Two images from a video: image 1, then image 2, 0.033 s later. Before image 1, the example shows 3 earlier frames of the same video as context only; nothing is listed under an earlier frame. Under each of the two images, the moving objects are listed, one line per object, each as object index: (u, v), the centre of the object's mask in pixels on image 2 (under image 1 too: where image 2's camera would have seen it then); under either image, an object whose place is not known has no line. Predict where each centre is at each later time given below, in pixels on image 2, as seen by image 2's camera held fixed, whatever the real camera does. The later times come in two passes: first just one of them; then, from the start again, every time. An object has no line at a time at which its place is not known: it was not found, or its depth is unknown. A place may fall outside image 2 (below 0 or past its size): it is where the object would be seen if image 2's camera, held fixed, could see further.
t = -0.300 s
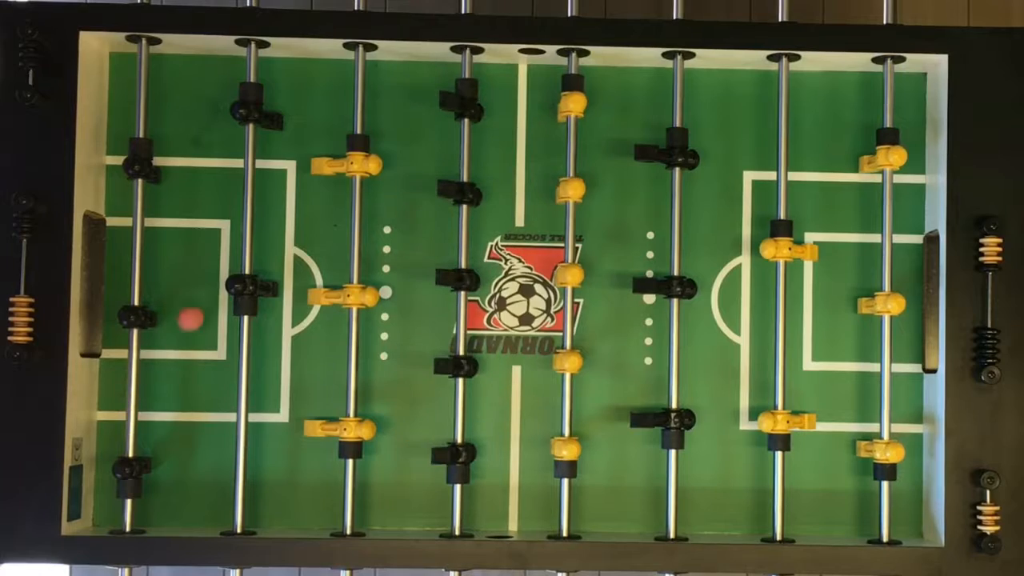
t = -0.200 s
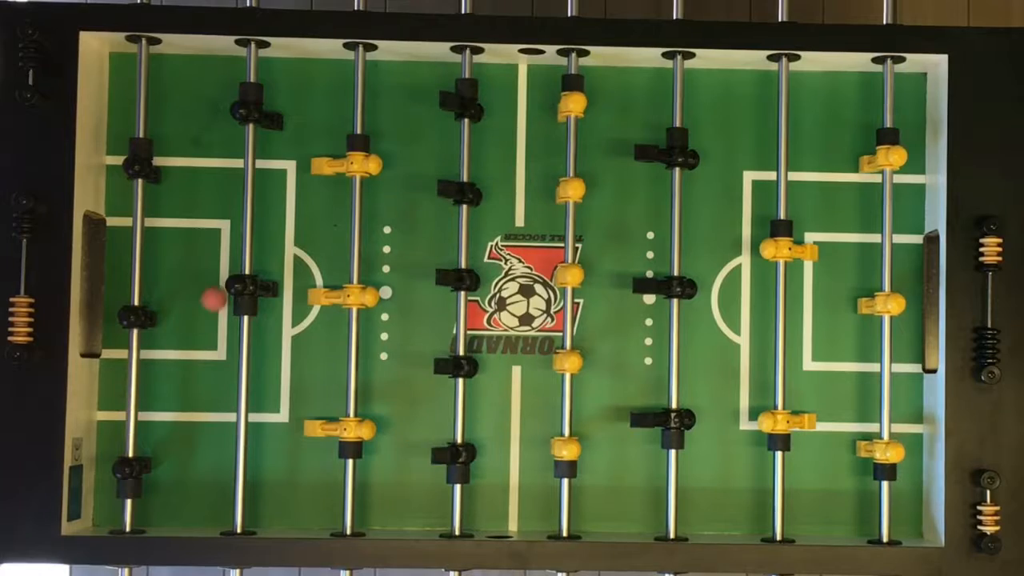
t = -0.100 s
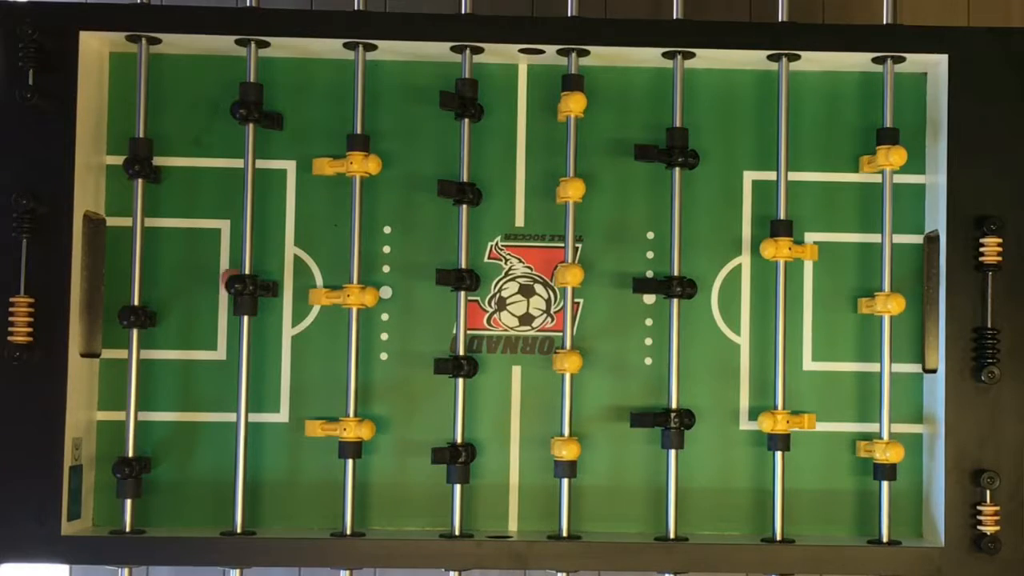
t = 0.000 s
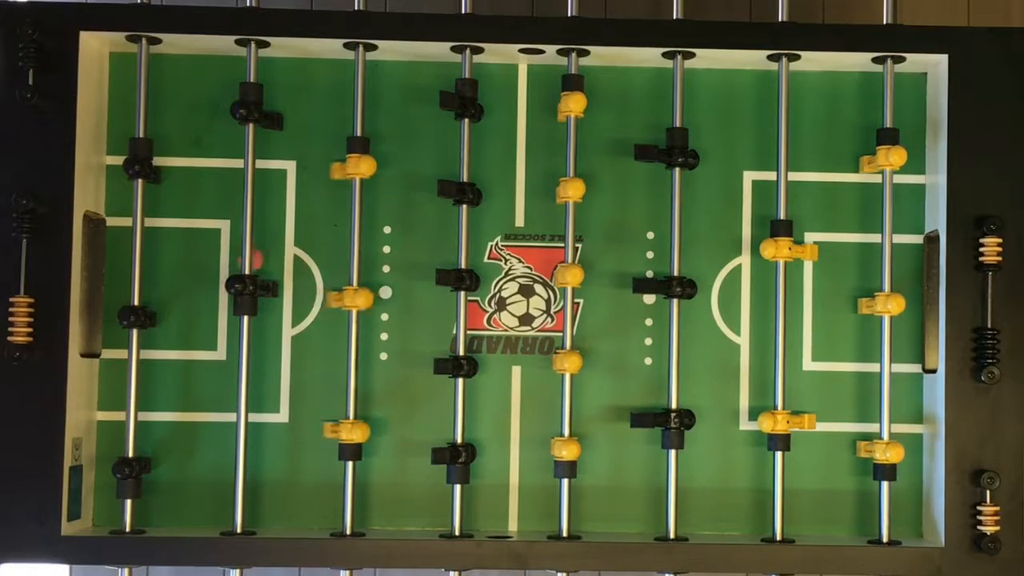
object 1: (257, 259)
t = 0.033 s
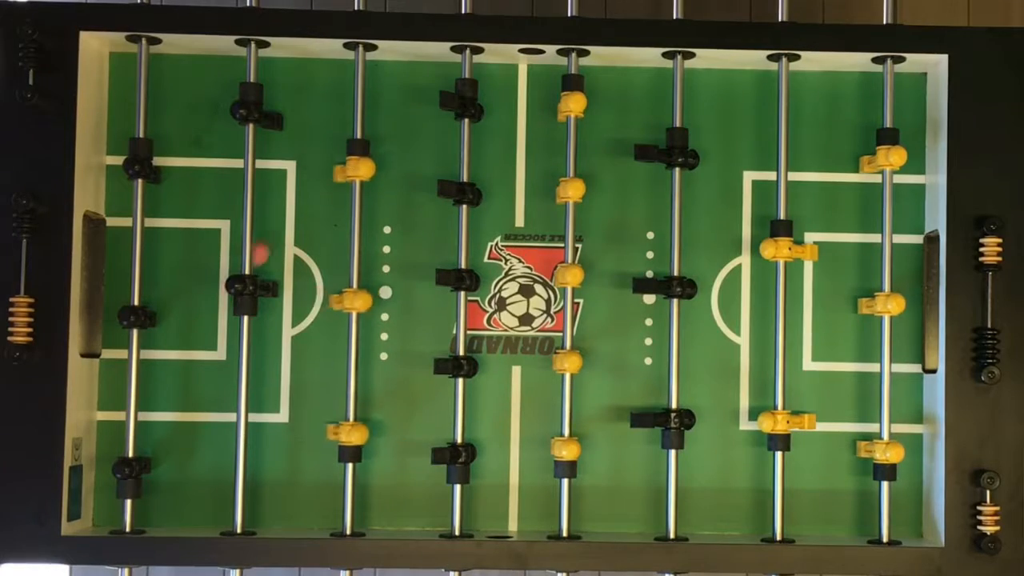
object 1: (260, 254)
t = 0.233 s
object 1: (292, 213)
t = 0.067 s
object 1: (263, 246)
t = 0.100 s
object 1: (268, 240)
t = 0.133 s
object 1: (274, 233)
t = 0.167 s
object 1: (281, 226)
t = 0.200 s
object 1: (287, 219)
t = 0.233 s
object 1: (292, 213)
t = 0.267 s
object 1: (298, 207)
